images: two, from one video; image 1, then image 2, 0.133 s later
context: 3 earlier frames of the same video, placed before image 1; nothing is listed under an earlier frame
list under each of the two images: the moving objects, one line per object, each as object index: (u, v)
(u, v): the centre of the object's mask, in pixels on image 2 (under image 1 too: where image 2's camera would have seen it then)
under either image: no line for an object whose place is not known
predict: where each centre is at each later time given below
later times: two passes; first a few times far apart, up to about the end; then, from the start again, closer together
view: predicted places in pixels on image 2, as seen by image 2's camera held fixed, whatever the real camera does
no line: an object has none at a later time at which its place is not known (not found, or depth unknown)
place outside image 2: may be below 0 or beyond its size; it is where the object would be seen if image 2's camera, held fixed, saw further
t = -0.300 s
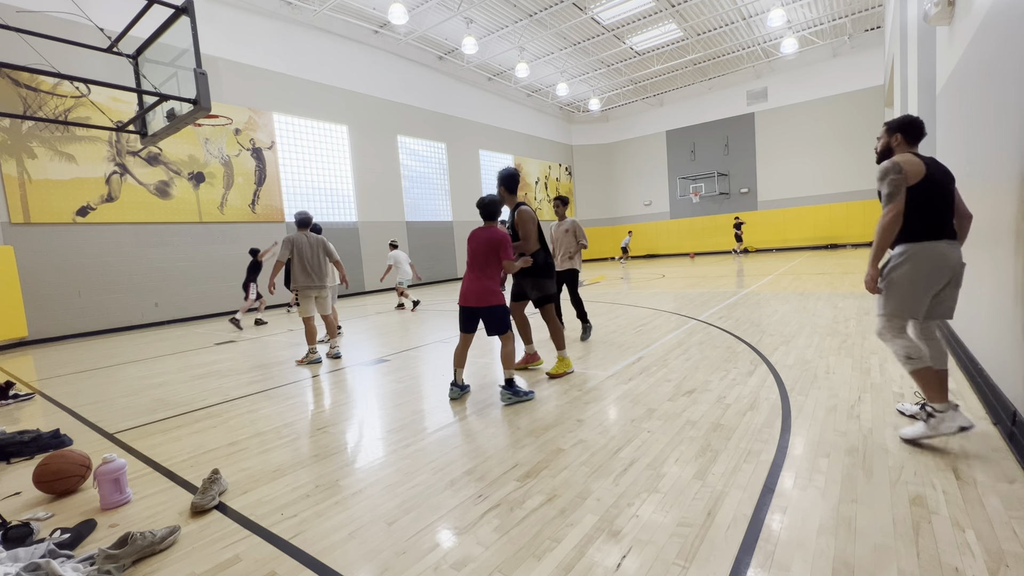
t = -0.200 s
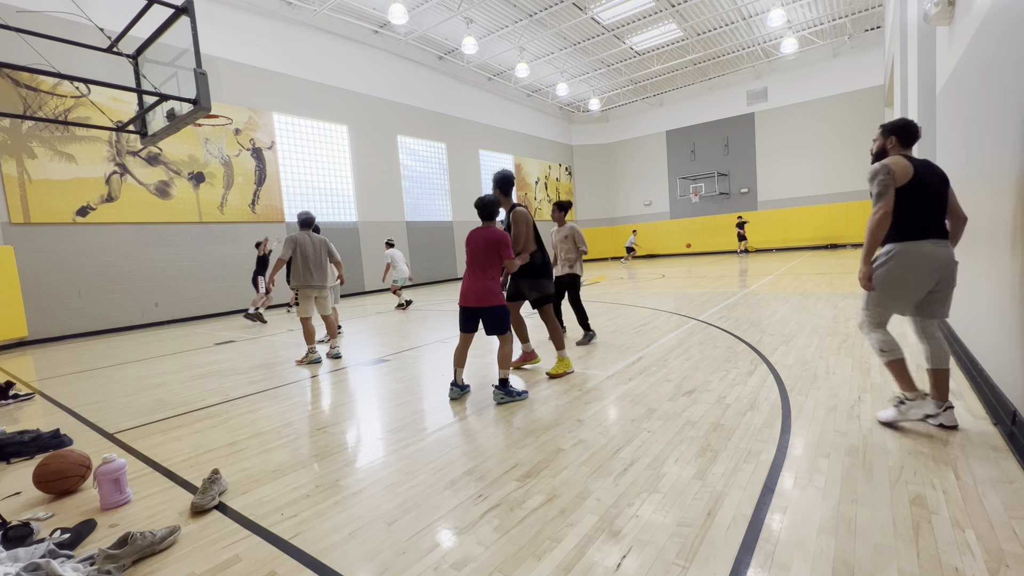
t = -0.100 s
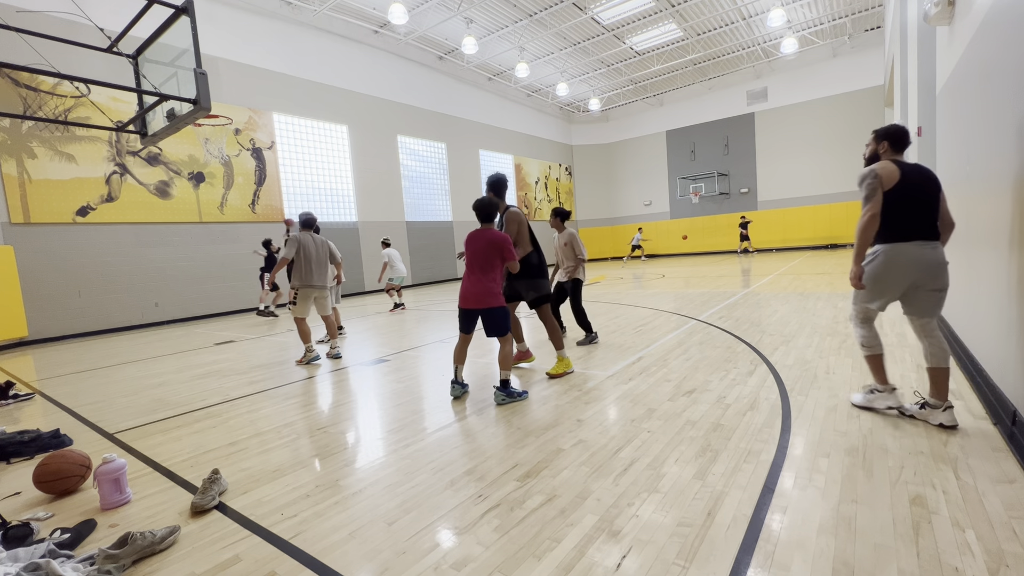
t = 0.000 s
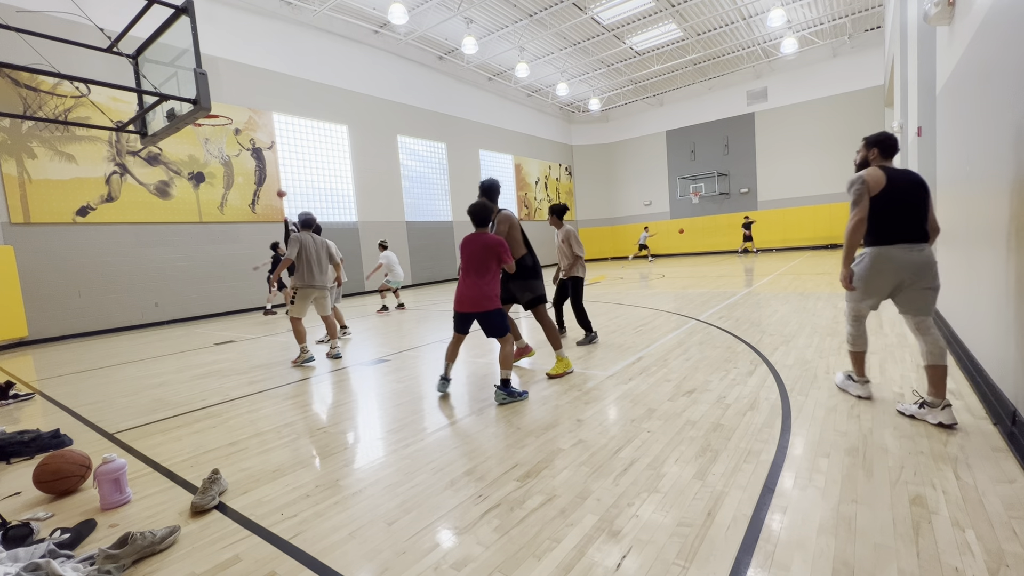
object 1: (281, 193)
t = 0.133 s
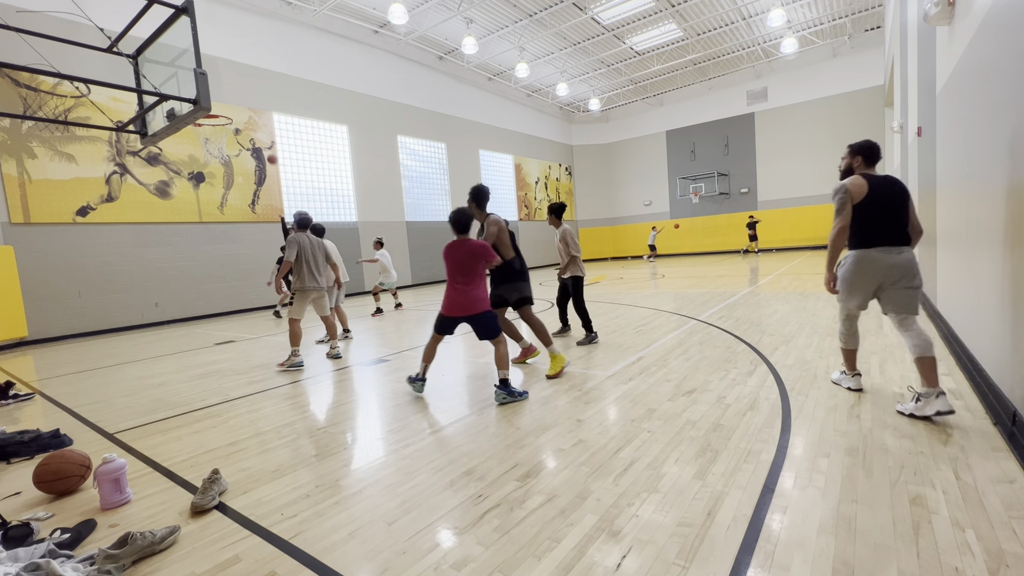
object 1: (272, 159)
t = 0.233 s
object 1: (266, 136)
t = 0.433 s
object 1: (253, 97)
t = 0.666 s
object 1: (237, 73)
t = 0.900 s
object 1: (222, 79)
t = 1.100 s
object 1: (212, 121)
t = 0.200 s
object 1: (268, 144)
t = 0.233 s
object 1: (266, 136)
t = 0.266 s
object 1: (263, 129)
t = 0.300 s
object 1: (261, 122)
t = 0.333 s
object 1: (259, 115)
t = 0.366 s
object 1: (257, 109)
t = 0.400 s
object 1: (255, 103)
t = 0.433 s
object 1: (253, 97)
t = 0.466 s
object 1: (250, 93)
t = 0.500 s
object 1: (248, 88)
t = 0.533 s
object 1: (246, 84)
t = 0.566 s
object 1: (244, 80)
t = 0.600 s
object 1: (241, 77)
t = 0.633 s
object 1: (239, 75)
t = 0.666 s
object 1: (237, 73)
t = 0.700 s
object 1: (235, 72)
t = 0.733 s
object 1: (233, 71)
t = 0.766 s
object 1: (230, 71)
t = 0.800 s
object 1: (228, 72)
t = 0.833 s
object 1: (226, 73)
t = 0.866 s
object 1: (224, 76)
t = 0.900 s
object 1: (222, 79)
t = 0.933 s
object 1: (220, 83)
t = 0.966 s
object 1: (218, 88)
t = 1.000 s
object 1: (218, 95)
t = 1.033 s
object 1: (217, 102)
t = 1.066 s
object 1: (216, 110)
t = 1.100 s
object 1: (212, 121)
